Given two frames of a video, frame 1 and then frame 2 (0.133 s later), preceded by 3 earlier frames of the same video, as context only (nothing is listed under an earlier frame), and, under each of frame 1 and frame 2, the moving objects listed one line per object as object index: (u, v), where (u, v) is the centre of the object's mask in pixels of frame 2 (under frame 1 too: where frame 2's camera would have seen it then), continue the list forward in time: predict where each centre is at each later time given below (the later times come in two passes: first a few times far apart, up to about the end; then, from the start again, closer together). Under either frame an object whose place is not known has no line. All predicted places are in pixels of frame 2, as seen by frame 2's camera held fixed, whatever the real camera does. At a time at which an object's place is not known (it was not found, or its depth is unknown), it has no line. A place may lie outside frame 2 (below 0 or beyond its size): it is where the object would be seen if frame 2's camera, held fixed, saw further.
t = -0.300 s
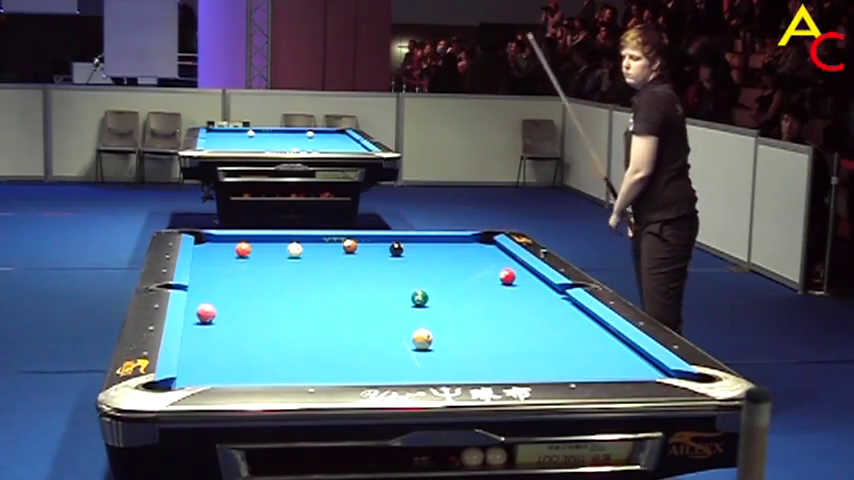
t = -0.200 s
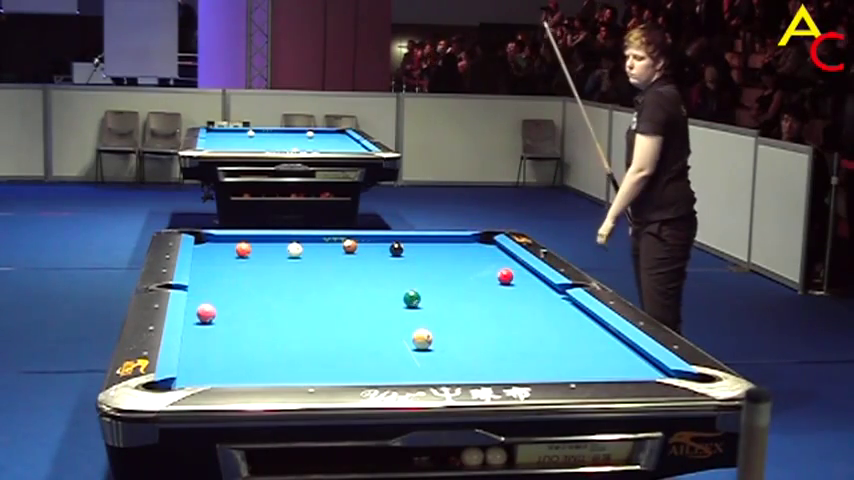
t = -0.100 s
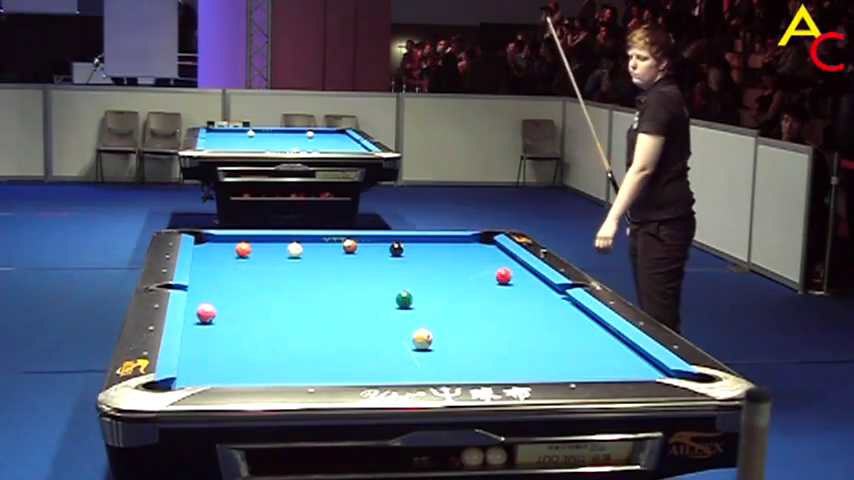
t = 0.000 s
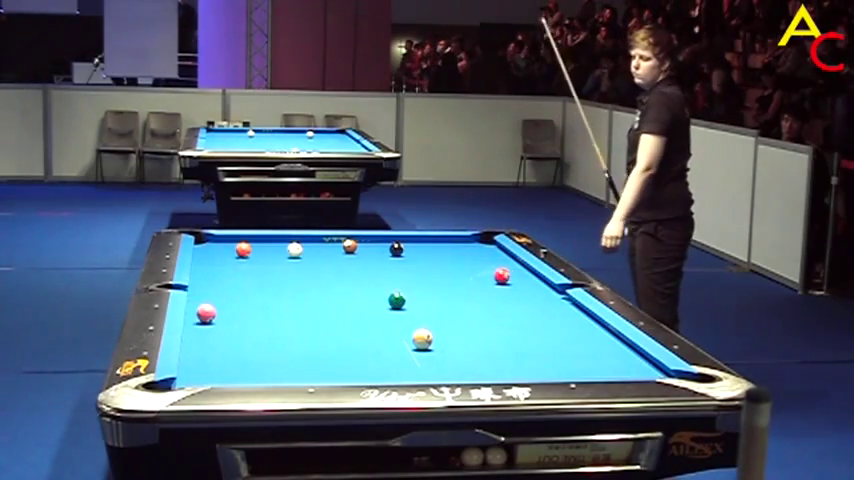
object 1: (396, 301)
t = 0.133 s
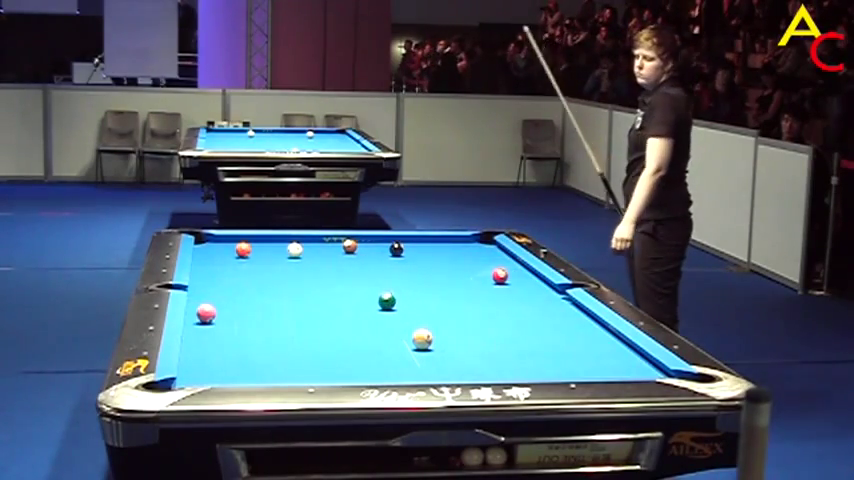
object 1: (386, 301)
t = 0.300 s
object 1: (375, 303)
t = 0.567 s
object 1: (356, 305)
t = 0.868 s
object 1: (337, 307)
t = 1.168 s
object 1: (319, 308)
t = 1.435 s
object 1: (304, 310)
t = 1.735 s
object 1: (289, 311)
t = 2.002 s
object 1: (277, 312)
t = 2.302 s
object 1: (265, 313)
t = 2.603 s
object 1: (255, 314)
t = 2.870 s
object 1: (247, 314)
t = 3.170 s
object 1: (240, 315)
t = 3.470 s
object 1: (234, 315)
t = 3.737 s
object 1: (232, 314)
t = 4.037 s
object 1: (231, 315)
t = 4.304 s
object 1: (231, 315)
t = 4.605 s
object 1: (231, 315)
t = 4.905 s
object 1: (231, 315)
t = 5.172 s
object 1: (231, 315)
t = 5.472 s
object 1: (231, 315)
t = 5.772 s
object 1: (231, 315)
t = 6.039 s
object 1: (231, 315)
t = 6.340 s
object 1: (231, 315)
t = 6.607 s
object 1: (231, 315)
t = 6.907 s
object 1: (231, 315)
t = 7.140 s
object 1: (231, 315)
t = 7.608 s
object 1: (227, 315)
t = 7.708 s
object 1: (231, 315)
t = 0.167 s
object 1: (384, 302)
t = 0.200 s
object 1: (382, 302)
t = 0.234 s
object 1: (379, 302)
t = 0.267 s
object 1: (377, 303)
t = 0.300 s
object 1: (375, 303)
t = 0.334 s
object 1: (372, 303)
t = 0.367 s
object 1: (370, 303)
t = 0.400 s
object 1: (368, 304)
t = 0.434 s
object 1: (365, 304)
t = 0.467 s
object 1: (363, 304)
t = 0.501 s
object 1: (361, 304)
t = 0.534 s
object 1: (358, 305)
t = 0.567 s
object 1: (356, 305)
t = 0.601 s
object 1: (354, 305)
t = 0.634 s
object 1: (352, 305)
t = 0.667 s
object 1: (350, 305)
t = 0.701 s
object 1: (348, 305)
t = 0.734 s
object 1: (346, 305)
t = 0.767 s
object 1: (343, 305)
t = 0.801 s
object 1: (341, 306)
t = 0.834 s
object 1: (339, 306)
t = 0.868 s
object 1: (337, 307)
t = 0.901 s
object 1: (335, 307)
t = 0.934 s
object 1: (333, 307)
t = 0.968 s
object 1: (331, 307)
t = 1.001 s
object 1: (329, 307)
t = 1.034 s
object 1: (327, 308)
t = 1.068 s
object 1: (325, 308)
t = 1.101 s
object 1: (323, 308)
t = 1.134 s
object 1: (321, 308)
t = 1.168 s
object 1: (319, 308)
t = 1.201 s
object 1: (317, 308)
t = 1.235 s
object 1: (315, 309)
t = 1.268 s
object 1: (314, 309)
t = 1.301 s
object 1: (312, 309)
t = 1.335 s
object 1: (310, 309)
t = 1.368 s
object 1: (308, 309)
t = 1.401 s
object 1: (306, 310)
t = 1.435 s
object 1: (304, 310)
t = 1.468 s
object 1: (303, 310)
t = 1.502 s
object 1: (301, 310)
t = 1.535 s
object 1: (300, 310)
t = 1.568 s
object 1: (298, 310)
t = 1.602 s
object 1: (296, 310)
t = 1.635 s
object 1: (294, 310)
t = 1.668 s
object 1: (293, 311)
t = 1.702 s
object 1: (291, 311)
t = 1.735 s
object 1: (289, 311)
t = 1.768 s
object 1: (288, 311)
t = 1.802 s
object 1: (286, 311)
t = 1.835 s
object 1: (285, 311)
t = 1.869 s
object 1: (283, 312)
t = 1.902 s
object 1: (282, 312)
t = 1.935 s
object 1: (280, 312)
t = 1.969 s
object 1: (279, 312)
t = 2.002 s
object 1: (277, 312)
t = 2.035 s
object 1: (276, 312)
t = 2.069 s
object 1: (274, 312)
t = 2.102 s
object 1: (273, 312)
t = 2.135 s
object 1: (271, 313)
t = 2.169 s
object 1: (270, 313)
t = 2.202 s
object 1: (269, 313)
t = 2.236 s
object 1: (268, 313)
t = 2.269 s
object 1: (266, 313)
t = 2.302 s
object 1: (265, 313)
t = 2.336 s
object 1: (264, 313)
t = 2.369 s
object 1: (263, 313)
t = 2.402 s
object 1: (261, 313)
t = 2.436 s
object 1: (260, 313)
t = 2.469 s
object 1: (259, 313)
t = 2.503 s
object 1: (258, 314)
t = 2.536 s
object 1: (257, 314)
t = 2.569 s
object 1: (255, 314)
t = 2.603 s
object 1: (255, 314)
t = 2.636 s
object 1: (253, 314)
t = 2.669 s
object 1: (252, 314)
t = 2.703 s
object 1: (251, 314)
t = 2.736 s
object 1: (251, 314)
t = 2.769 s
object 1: (249, 314)
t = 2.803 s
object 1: (248, 314)
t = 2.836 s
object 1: (247, 314)
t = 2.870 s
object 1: (247, 314)
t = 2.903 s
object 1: (246, 314)
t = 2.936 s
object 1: (245, 314)
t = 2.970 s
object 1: (244, 314)
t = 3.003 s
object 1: (243, 314)
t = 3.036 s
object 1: (243, 314)
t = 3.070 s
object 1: (242, 314)
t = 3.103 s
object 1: (241, 315)
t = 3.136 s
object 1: (240, 314)
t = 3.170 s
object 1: (240, 315)
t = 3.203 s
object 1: (239, 315)
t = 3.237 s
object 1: (238, 315)
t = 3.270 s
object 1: (238, 315)
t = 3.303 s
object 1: (237, 315)
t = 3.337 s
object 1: (237, 314)
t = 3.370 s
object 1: (236, 315)
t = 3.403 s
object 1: (235, 315)
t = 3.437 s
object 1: (235, 315)
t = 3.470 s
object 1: (234, 315)
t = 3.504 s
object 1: (234, 315)
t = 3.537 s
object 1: (234, 315)
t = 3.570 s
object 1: (233, 315)
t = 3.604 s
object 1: (233, 315)
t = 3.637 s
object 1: (232, 314)
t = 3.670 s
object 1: (232, 314)
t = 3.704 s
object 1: (232, 314)
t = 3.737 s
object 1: (232, 314)
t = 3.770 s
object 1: (232, 315)
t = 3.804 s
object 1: (231, 315)
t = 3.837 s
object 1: (231, 315)
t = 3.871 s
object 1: (231, 315)
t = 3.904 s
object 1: (231, 315)
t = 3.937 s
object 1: (231, 315)
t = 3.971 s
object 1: (231, 315)
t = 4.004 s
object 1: (231, 315)
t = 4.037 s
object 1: (231, 315)
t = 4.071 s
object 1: (231, 315)
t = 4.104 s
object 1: (231, 315)
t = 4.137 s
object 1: (231, 315)
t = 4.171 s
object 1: (231, 315)
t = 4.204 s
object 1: (231, 315)
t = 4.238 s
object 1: (231, 315)
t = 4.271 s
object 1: (231, 315)
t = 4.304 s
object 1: (231, 315)
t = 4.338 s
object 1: (231, 315)
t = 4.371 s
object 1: (231, 315)
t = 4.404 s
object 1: (231, 315)
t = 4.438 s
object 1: (231, 315)
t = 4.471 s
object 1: (231, 315)
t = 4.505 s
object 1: (231, 315)
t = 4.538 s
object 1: (231, 315)
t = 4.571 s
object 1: (231, 315)
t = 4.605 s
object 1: (231, 315)
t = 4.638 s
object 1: (231, 315)
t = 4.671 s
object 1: (231, 315)
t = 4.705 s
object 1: (231, 315)
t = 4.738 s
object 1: (231, 315)
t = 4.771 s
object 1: (231, 315)
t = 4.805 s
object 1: (231, 315)
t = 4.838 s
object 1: (231, 315)
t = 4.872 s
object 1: (231, 315)
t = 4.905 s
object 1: (231, 315)
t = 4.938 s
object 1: (231, 315)
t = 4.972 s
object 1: (231, 315)
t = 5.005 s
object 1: (231, 315)
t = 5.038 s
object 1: (231, 315)
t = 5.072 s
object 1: (231, 315)
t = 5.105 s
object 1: (231, 315)
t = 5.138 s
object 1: (231, 315)
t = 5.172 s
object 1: (231, 315)
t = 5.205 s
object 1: (231, 315)
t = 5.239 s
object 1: (231, 315)
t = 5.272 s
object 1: (231, 314)
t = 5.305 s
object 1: (231, 315)
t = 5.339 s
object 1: (231, 315)
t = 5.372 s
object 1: (231, 315)
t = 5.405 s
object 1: (231, 315)
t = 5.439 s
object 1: (231, 315)
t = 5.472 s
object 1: (231, 315)
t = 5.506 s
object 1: (231, 315)
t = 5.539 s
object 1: (231, 315)
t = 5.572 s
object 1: (231, 315)
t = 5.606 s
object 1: (231, 315)
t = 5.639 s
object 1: (231, 315)
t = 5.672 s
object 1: (231, 315)
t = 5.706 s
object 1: (231, 315)
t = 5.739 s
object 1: (231, 315)
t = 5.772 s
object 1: (231, 315)
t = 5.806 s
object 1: (231, 315)
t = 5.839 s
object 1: (231, 315)
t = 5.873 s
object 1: (231, 315)
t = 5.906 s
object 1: (231, 315)
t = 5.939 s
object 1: (231, 315)
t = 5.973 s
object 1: (231, 315)
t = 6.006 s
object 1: (231, 315)
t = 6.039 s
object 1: (231, 315)
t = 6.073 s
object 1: (231, 315)
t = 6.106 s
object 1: (231, 315)
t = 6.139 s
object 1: (231, 315)
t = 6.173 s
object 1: (231, 315)
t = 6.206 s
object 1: (231, 315)
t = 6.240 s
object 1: (231, 315)
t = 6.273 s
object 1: (231, 315)
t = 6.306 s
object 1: (231, 315)
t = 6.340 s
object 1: (231, 315)
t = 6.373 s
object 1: (231, 315)
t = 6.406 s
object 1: (231, 315)
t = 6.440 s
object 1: (231, 315)
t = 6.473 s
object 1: (231, 315)
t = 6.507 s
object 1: (231, 315)
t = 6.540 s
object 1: (231, 315)
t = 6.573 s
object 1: (231, 315)
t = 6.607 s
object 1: (231, 315)
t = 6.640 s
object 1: (231, 315)
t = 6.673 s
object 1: (231, 315)
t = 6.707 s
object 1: (231, 315)
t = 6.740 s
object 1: (231, 315)
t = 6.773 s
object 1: (231, 315)
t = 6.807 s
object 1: (231, 315)
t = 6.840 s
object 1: (231, 315)
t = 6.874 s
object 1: (231, 315)
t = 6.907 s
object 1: (231, 315)
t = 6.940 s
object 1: (231, 315)
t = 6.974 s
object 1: (231, 315)
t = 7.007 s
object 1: (231, 315)
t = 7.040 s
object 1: (231, 315)
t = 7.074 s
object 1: (231, 315)
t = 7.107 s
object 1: (231, 315)
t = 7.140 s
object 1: (231, 315)
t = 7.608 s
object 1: (227, 315)
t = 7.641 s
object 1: (229, 315)
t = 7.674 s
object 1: (231, 315)
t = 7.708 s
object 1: (231, 315)
